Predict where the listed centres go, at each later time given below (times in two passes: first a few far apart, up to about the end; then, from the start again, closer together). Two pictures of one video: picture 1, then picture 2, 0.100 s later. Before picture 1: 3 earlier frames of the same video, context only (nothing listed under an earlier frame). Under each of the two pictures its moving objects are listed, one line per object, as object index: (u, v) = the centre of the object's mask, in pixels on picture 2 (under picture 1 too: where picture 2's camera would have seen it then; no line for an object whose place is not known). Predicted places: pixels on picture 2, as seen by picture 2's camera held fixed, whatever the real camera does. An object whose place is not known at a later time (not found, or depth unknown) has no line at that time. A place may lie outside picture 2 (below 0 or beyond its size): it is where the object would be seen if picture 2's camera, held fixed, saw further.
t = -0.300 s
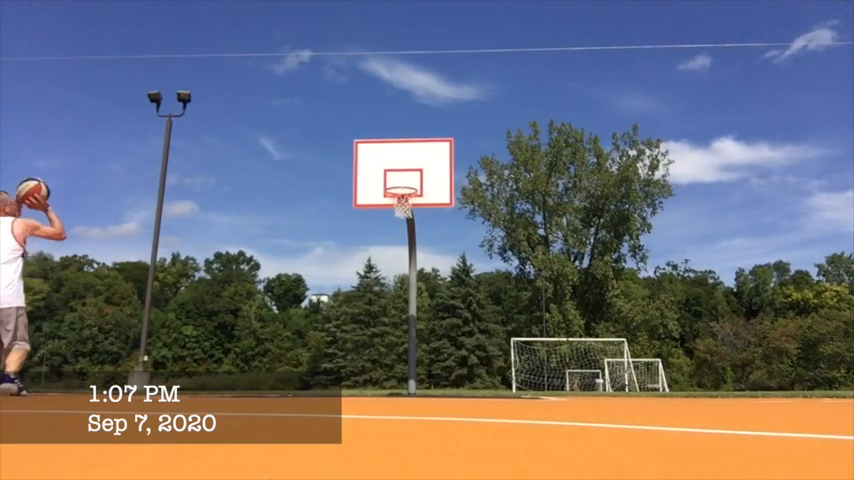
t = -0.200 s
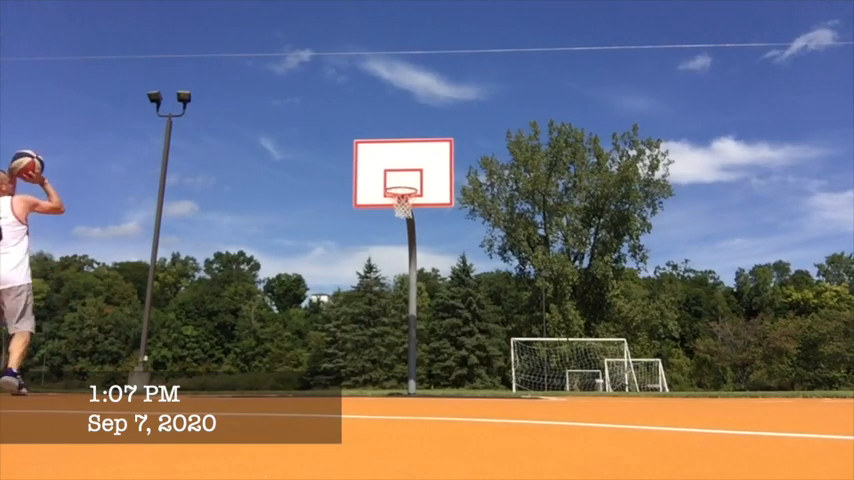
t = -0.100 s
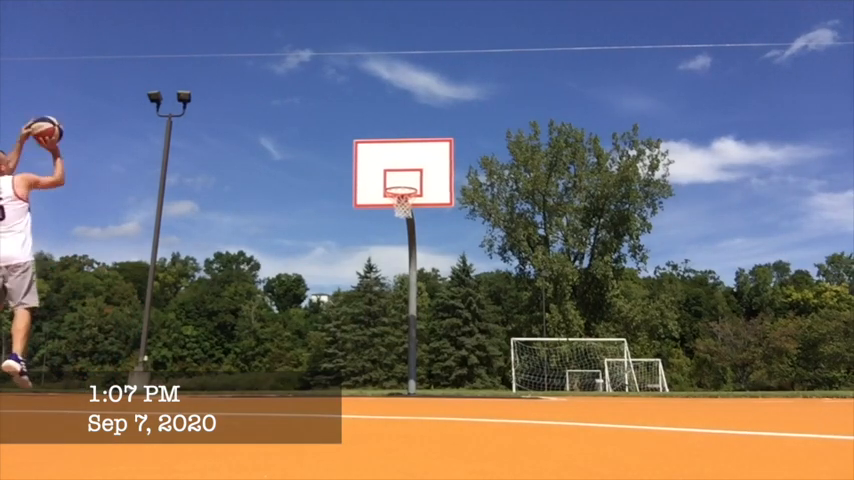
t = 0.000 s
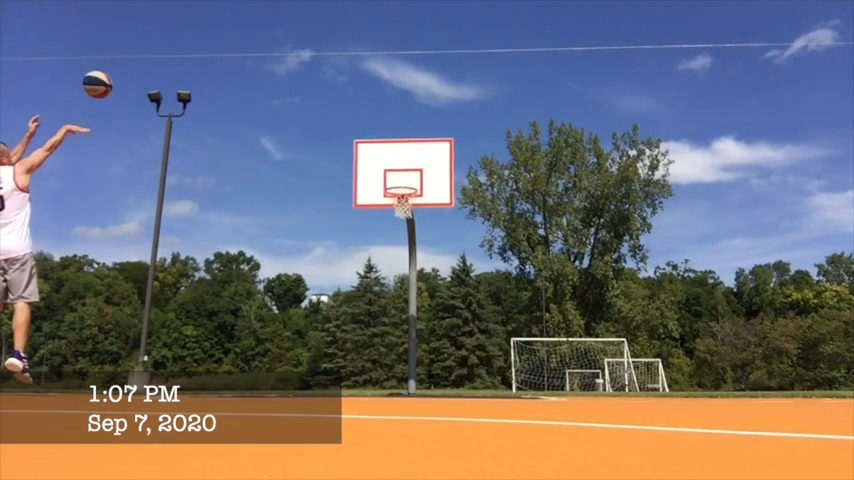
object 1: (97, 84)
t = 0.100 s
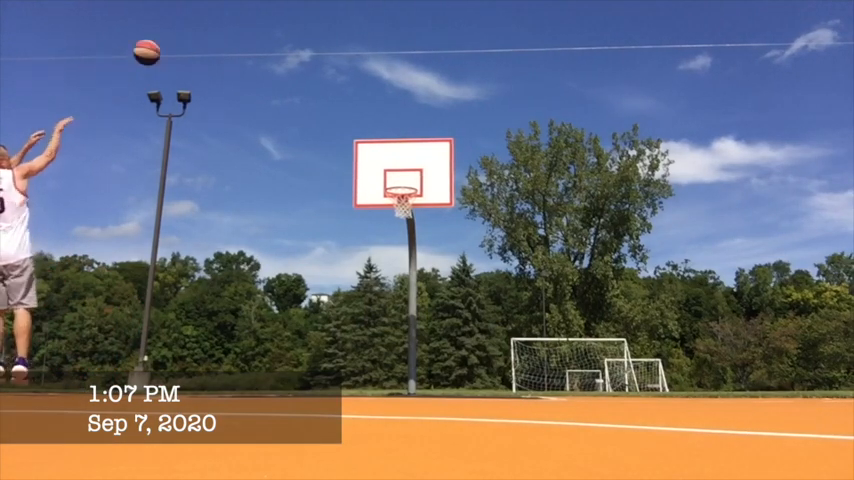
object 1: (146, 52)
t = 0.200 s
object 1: (189, 34)
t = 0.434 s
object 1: (266, 29)
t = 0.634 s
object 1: (317, 54)
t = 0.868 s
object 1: (364, 112)
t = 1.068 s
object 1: (399, 179)
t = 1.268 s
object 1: (410, 159)
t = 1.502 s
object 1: (423, 151)
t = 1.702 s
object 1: (436, 176)
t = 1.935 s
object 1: (454, 252)
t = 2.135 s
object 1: (473, 369)
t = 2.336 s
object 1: (493, 298)
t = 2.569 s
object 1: (522, 218)
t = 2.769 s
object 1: (552, 184)
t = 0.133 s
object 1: (161, 44)
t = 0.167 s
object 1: (175, 39)
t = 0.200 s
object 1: (189, 34)
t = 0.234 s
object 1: (201, 30)
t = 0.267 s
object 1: (213, 27)
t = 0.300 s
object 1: (225, 26)
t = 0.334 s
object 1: (235, 24)
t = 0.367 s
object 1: (246, 25)
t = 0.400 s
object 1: (256, 26)
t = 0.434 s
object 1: (266, 29)
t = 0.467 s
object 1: (275, 31)
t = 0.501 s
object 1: (284, 34)
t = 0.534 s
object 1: (293, 38)
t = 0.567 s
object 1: (301, 43)
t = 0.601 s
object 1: (309, 48)
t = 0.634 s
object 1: (317, 54)
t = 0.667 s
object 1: (325, 61)
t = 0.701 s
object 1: (332, 69)
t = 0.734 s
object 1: (339, 76)
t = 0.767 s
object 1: (346, 84)
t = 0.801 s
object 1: (352, 93)
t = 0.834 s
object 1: (358, 102)
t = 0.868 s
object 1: (364, 112)
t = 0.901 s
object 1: (371, 122)
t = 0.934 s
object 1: (377, 132)
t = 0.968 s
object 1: (382, 144)
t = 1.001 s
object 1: (388, 156)
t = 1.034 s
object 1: (393, 168)
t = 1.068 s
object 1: (399, 179)
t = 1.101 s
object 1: (402, 184)
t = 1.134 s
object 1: (403, 178)
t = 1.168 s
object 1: (405, 173)
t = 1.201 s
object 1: (406, 167)
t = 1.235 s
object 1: (409, 162)
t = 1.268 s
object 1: (410, 159)
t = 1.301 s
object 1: (412, 156)
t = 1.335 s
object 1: (413, 153)
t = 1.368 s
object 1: (415, 151)
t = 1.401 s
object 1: (417, 150)
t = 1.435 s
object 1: (419, 150)
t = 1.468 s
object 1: (421, 150)
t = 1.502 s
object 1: (423, 151)
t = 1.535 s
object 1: (425, 153)
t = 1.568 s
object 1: (427, 156)
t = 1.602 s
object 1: (429, 159)
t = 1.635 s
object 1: (431, 164)
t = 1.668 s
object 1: (433, 170)
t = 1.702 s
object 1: (436, 176)
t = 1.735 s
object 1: (438, 183)
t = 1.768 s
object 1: (440, 192)
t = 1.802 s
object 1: (442, 201)
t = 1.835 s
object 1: (445, 213)
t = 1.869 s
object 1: (448, 224)
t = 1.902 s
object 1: (451, 237)
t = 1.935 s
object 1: (454, 252)
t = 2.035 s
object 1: (463, 302)
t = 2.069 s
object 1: (466, 324)
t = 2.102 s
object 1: (469, 344)
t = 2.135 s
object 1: (473, 369)
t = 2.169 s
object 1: (476, 384)
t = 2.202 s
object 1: (480, 365)
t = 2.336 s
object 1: (493, 298)
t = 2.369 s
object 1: (498, 286)
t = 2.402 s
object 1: (501, 272)
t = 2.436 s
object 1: (504, 259)
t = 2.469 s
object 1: (509, 247)
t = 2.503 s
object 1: (513, 236)
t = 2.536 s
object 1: (517, 227)
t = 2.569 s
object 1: (522, 218)
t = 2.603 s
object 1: (527, 210)
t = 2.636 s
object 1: (532, 202)
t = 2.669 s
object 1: (536, 195)
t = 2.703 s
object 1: (541, 191)
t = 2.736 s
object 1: (546, 187)
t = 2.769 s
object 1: (552, 184)
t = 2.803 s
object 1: (556, 182)
